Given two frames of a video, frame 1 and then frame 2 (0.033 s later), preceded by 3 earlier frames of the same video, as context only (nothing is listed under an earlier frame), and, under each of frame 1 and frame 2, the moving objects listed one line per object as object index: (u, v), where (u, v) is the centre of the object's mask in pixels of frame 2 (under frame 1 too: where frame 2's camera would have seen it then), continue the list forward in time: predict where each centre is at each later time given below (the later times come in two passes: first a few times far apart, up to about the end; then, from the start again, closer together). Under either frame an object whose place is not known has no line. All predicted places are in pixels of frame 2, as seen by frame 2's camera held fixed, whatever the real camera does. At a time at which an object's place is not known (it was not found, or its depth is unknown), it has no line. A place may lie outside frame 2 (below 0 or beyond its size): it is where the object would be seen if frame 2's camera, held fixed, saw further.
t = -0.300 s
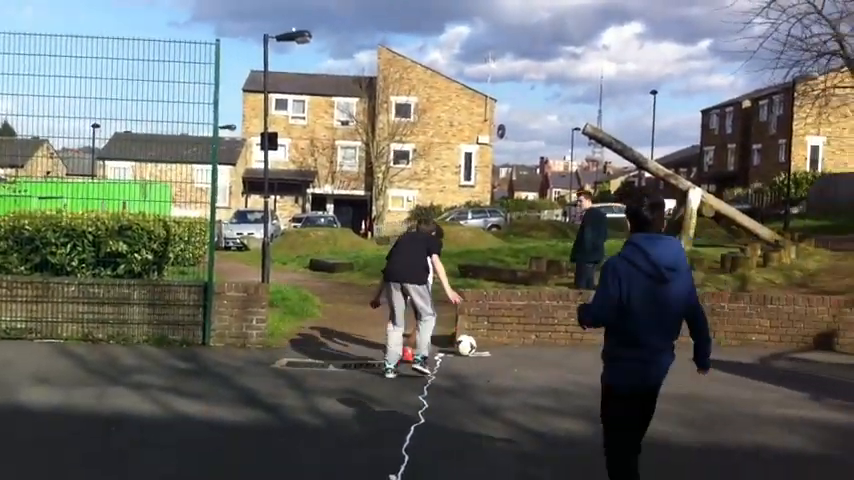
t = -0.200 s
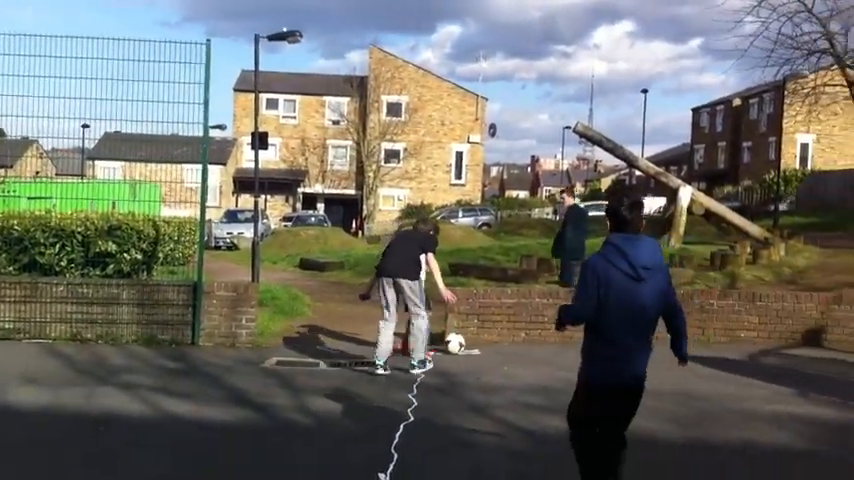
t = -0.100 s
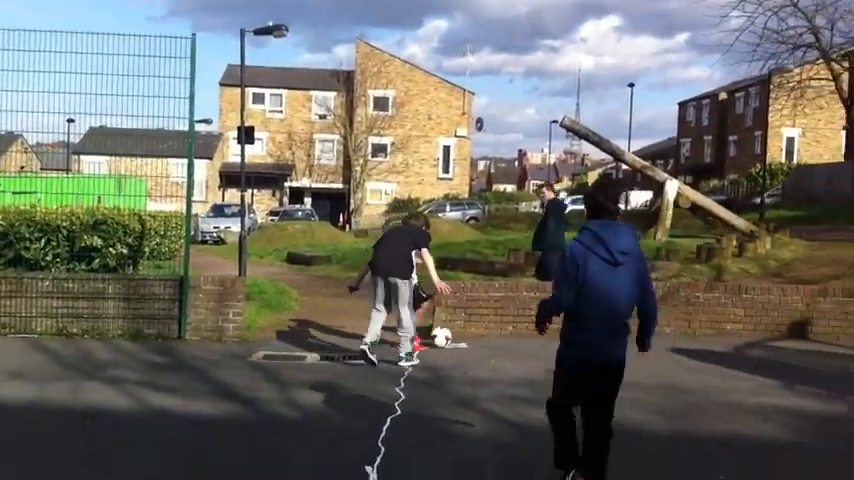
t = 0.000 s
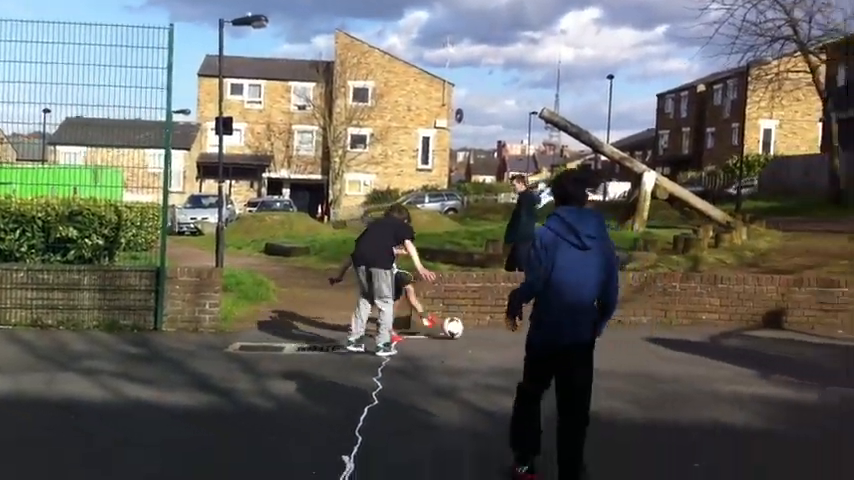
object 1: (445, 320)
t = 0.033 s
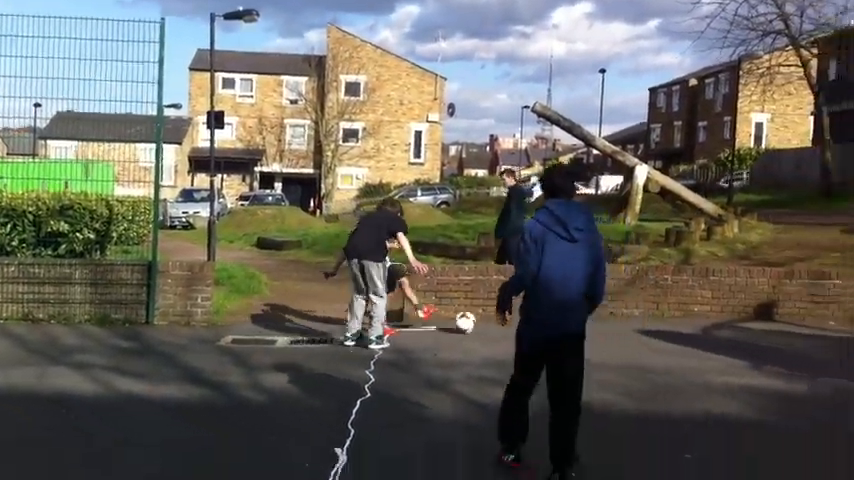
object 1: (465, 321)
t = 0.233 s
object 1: (574, 327)
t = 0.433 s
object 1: (661, 331)
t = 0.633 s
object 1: (746, 338)
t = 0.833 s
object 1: (834, 345)
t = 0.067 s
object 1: (484, 323)
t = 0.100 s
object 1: (506, 324)
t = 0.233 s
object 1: (574, 327)
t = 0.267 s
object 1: (589, 328)
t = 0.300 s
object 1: (605, 329)
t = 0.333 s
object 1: (620, 330)
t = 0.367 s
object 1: (633, 329)
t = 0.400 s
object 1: (647, 330)
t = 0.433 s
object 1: (661, 331)
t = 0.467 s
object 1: (676, 333)
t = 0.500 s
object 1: (689, 333)
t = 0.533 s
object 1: (703, 333)
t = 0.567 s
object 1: (716, 335)
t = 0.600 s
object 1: (731, 337)
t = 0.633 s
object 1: (746, 338)
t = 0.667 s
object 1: (761, 338)
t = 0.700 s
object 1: (774, 339)
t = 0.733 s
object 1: (789, 340)
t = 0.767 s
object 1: (804, 341)
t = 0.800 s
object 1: (819, 342)
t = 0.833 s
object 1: (834, 345)
